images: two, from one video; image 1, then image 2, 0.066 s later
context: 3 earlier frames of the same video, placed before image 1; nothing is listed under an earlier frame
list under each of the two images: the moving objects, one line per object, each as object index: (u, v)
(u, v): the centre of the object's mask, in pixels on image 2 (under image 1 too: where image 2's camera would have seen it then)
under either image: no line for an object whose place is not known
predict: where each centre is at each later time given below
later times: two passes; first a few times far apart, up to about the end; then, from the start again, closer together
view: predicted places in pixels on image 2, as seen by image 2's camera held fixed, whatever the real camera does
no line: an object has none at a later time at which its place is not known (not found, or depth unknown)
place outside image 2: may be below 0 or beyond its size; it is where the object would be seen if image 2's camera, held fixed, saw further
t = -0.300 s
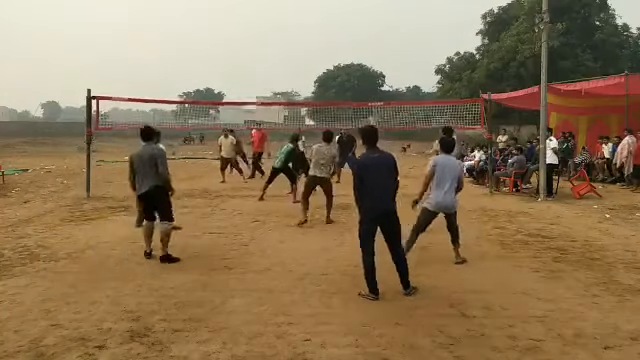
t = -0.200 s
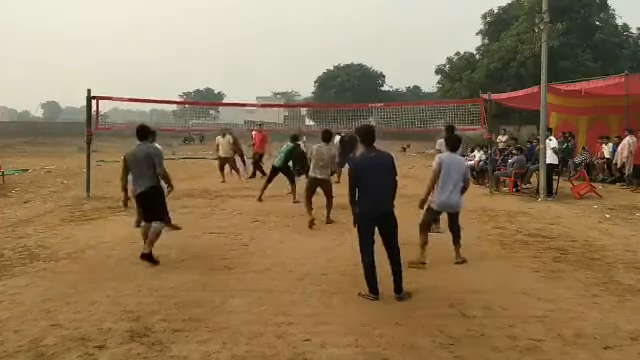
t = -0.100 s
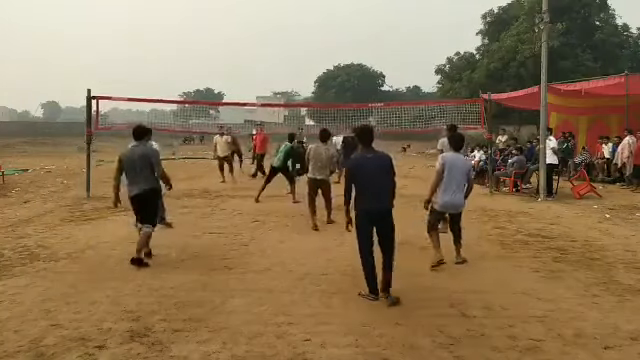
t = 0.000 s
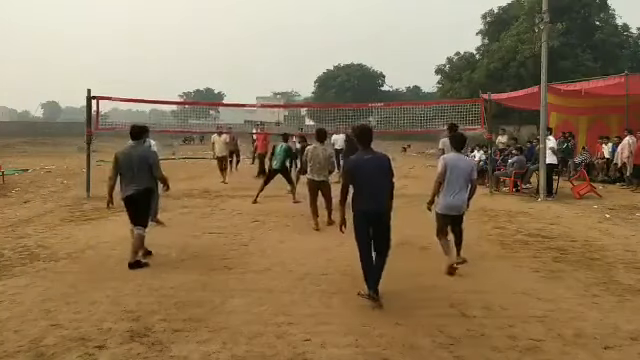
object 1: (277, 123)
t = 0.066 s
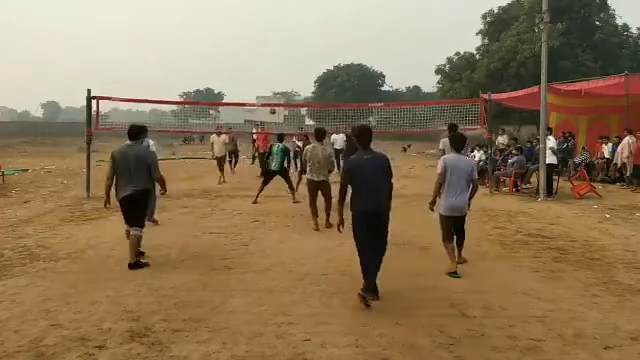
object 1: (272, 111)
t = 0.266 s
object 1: (258, 85)
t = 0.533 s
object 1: (239, 76)
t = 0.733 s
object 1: (226, 85)
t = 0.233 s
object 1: (260, 89)
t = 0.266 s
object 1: (258, 85)
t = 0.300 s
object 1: (255, 83)
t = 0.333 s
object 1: (253, 81)
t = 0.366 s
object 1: (250, 79)
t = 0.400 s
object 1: (248, 77)
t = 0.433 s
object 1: (245, 77)
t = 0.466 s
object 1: (243, 76)
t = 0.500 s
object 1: (241, 76)
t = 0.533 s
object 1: (239, 76)
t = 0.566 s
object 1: (237, 77)
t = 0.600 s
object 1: (234, 78)
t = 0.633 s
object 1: (232, 79)
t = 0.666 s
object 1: (230, 81)
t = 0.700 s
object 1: (228, 83)
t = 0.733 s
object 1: (226, 85)
